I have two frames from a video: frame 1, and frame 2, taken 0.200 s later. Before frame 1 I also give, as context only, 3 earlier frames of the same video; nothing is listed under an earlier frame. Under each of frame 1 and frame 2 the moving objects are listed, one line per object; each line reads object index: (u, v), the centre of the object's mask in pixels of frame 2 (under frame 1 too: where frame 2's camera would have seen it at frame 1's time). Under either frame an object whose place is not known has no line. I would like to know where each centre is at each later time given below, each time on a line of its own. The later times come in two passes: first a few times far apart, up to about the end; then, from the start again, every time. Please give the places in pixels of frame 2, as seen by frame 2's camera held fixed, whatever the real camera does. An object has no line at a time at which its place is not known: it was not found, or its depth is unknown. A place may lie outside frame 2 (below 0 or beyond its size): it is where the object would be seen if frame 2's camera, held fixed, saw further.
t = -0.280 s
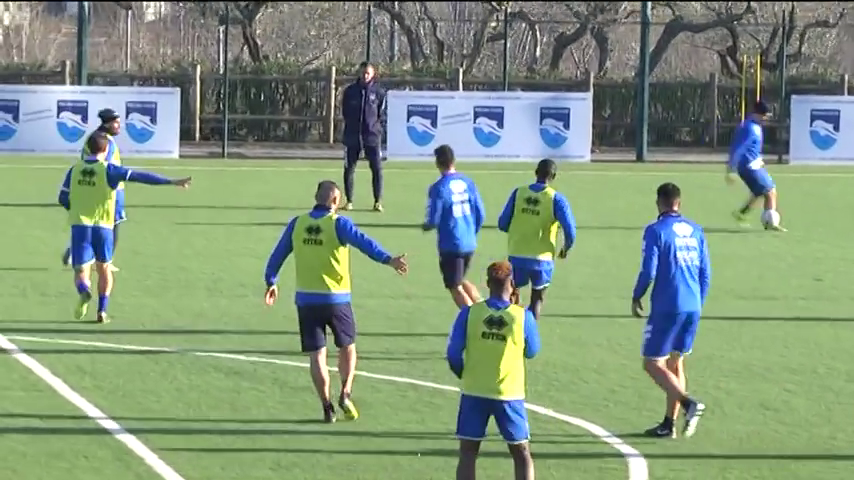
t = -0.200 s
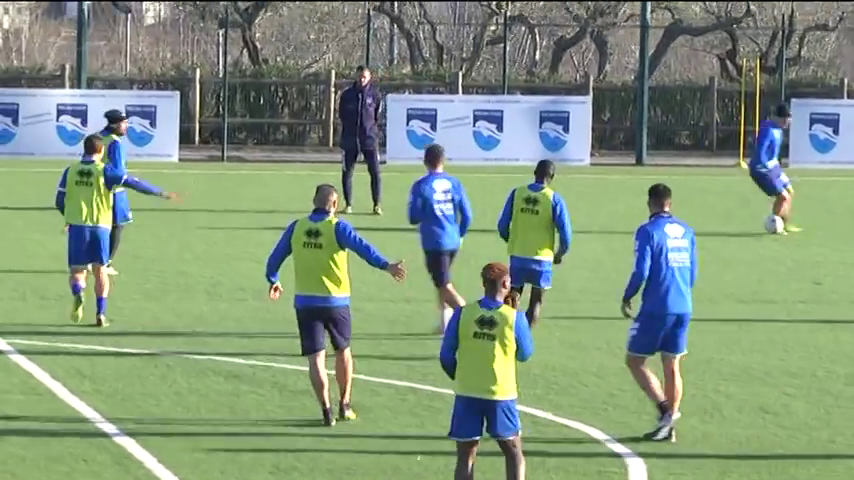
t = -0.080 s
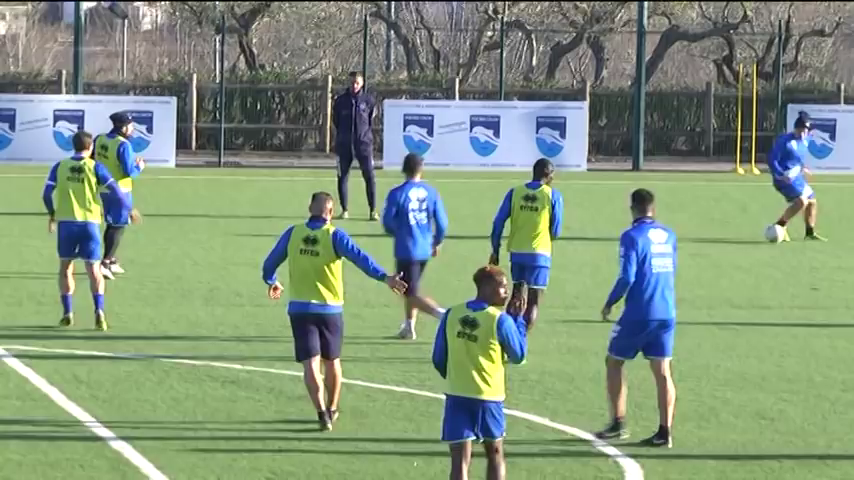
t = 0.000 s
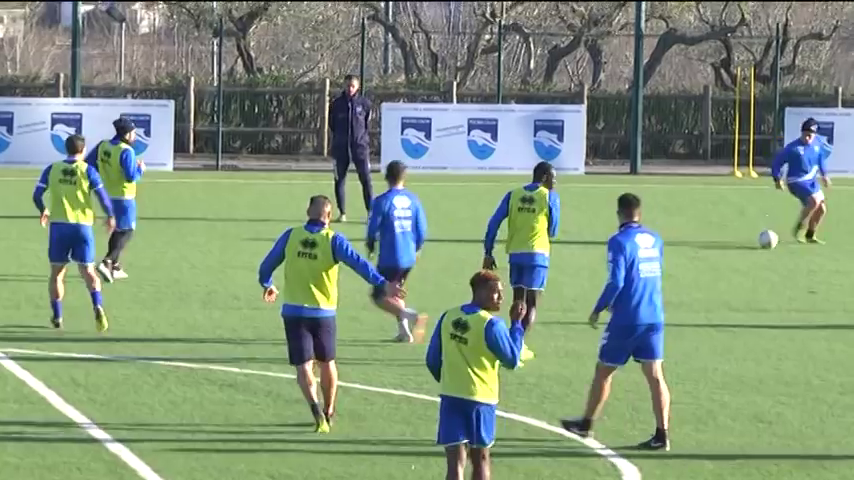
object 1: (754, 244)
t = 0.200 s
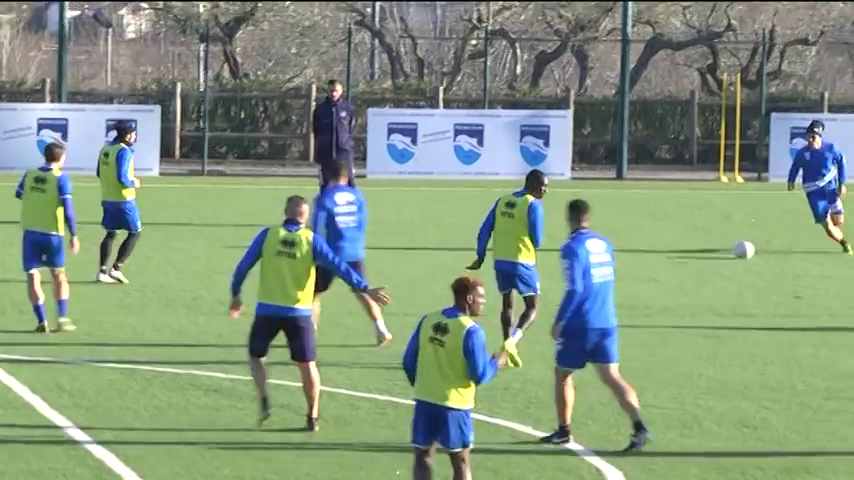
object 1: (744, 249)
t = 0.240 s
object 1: (742, 250)
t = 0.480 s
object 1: (734, 255)
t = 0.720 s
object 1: (727, 258)
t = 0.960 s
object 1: (716, 262)
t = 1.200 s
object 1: (705, 266)
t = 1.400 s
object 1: (696, 268)
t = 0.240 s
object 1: (742, 250)
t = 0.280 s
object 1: (741, 251)
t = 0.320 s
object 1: (739, 251)
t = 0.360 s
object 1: (738, 253)
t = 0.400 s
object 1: (737, 253)
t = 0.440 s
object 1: (735, 254)
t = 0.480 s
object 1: (734, 255)
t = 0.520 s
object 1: (733, 255)
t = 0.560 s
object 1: (732, 256)
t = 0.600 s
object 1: (731, 257)
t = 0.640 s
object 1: (729, 257)
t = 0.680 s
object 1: (728, 258)
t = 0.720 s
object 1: (727, 258)
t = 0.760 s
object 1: (725, 259)
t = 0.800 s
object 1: (724, 260)
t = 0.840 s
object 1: (722, 261)
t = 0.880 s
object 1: (720, 261)
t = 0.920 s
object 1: (718, 262)
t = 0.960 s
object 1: (716, 262)
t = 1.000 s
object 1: (715, 263)
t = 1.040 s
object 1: (713, 263)
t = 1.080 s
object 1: (711, 264)
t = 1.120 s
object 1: (709, 264)
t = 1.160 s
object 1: (707, 265)
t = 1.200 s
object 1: (705, 266)
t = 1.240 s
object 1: (703, 267)
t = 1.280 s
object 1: (701, 267)
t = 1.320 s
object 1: (700, 267)
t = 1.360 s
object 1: (698, 268)
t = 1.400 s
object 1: (696, 268)
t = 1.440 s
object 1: (695, 268)
